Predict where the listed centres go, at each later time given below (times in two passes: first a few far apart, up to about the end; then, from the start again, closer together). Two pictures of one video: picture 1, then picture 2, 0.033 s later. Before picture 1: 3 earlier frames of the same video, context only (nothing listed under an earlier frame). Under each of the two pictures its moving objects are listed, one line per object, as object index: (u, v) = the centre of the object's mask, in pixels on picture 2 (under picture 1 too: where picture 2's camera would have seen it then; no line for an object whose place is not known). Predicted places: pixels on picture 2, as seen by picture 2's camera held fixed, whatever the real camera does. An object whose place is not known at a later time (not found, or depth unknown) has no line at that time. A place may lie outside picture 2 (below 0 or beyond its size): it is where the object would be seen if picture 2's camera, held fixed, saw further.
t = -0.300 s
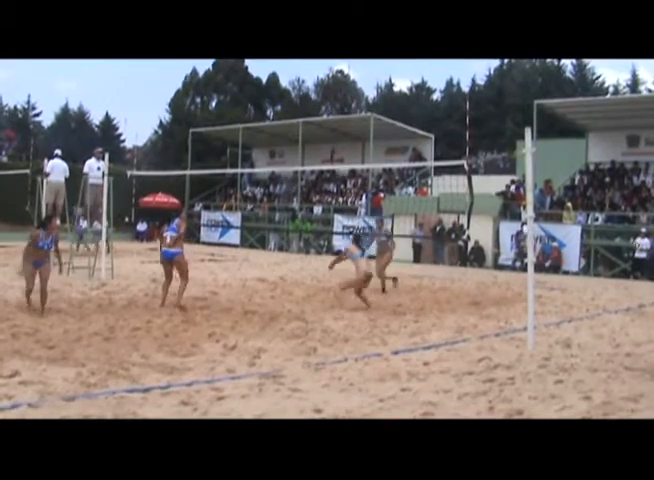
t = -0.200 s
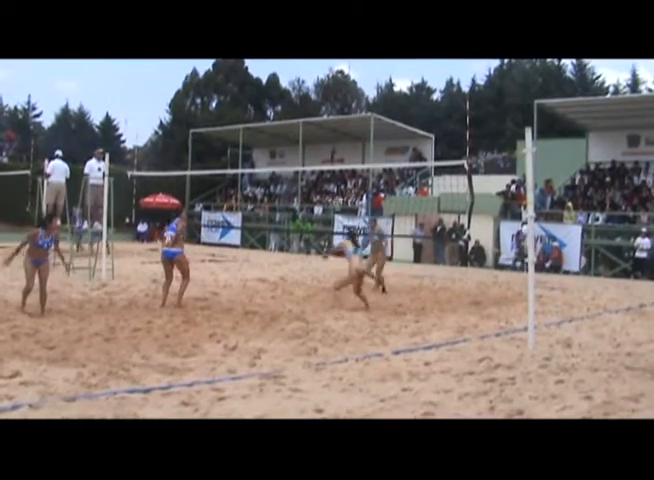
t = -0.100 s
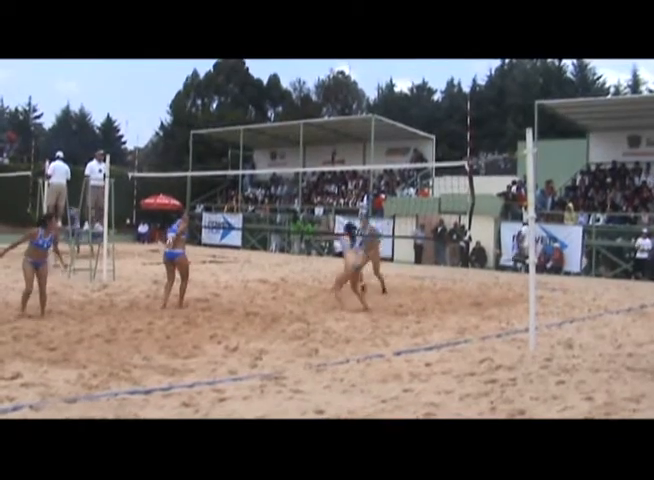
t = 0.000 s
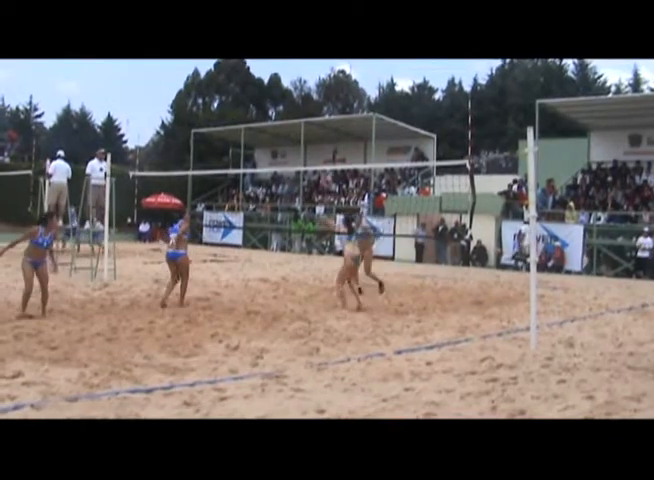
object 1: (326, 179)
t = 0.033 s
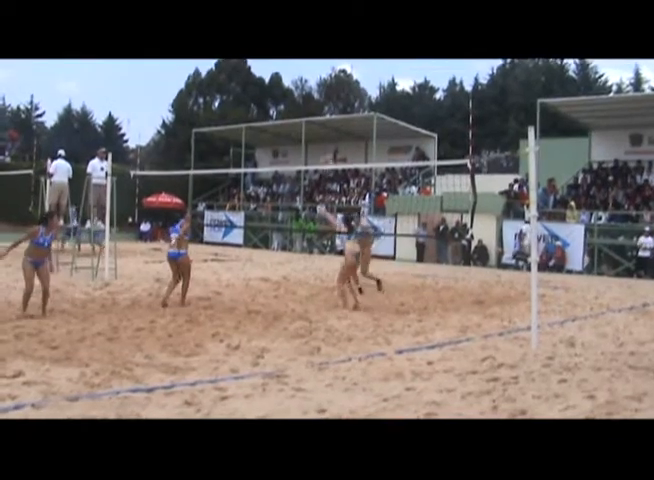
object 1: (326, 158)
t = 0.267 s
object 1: (320, 94)
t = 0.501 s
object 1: (309, 60)
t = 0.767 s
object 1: (301, 57)
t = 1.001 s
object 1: (294, 83)
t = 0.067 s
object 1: (326, 151)
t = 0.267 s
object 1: (320, 94)
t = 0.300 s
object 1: (319, 86)
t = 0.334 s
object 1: (319, 81)
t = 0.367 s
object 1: (318, 75)
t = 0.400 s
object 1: (317, 71)
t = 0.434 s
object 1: (312, 67)
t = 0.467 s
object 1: (311, 63)
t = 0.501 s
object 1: (309, 60)
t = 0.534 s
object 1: (308, 57)
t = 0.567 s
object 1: (306, 55)
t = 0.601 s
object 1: (305, 53)
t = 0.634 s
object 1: (304, 53)
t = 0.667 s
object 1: (304, 53)
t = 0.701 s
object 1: (303, 53)
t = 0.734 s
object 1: (302, 55)
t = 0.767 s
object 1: (301, 57)
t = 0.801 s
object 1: (300, 59)
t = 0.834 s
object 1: (298, 62)
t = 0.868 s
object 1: (300, 66)
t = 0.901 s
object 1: (298, 70)
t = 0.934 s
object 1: (297, 75)
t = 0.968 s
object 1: (295, 80)
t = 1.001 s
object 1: (294, 83)
